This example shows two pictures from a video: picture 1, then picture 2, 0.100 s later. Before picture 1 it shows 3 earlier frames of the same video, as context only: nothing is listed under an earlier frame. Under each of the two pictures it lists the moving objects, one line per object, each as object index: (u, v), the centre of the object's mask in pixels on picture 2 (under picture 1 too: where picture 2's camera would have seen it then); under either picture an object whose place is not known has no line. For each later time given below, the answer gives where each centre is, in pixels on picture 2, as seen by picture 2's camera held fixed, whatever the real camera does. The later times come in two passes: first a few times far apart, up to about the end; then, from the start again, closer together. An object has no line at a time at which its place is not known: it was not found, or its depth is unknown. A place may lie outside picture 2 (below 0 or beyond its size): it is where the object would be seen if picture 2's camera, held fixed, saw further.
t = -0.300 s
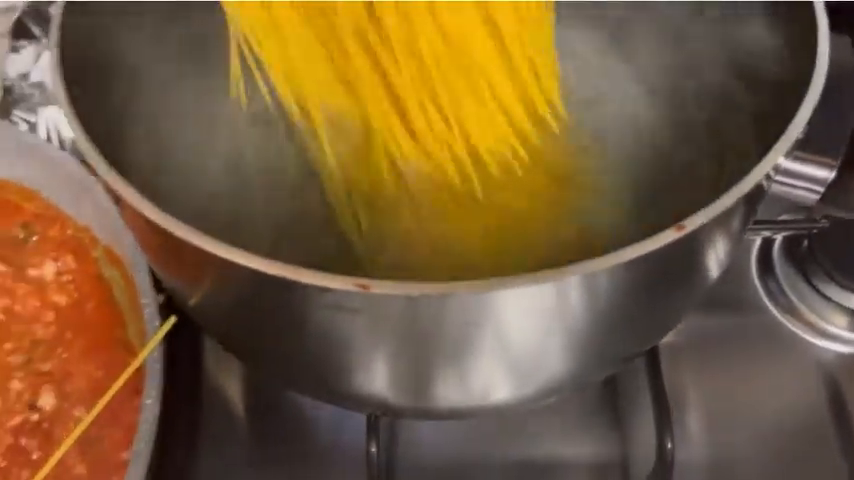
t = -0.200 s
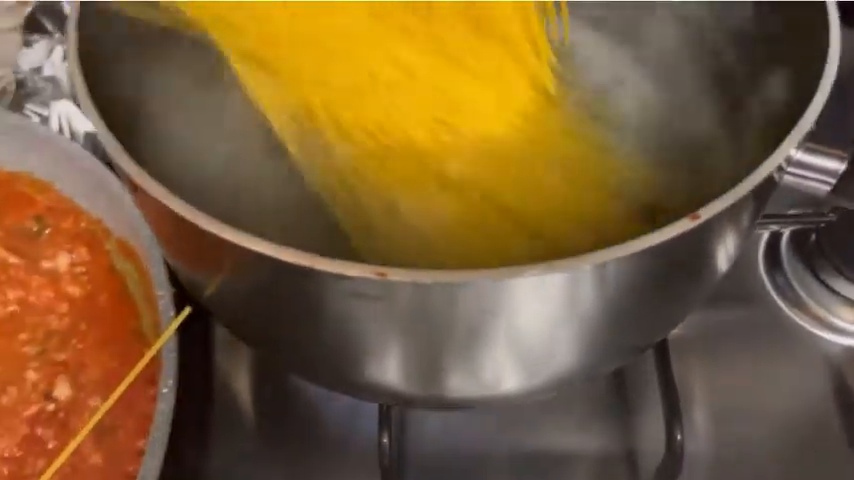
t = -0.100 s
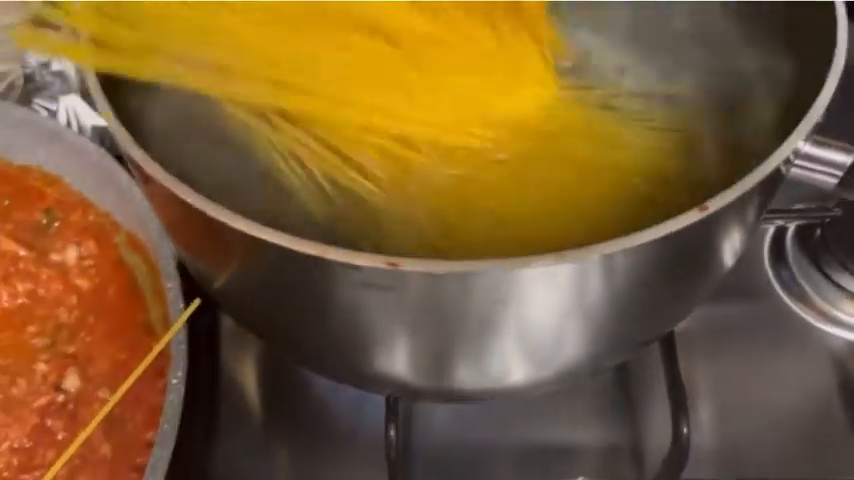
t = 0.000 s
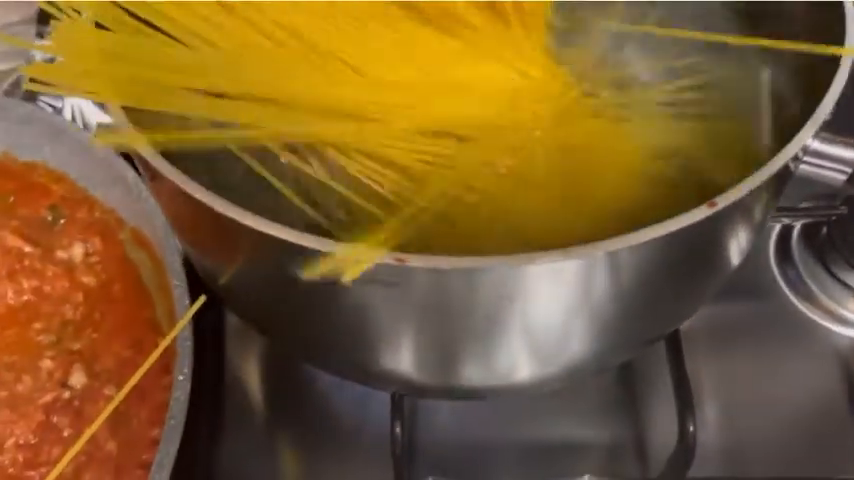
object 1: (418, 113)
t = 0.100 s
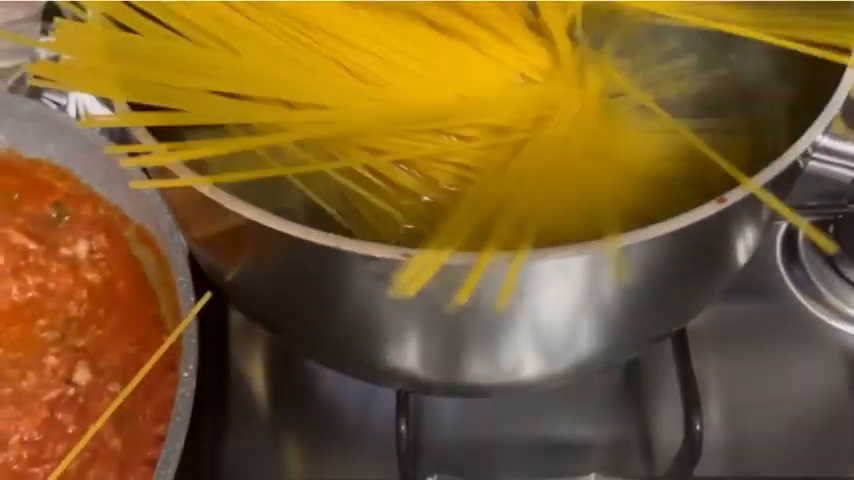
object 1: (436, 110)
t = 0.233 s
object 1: (472, 118)
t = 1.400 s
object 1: (411, 91)
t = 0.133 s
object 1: (434, 116)
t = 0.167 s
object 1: (440, 115)
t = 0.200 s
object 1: (467, 116)
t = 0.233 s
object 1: (472, 118)
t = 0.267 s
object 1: (474, 121)
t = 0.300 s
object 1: (436, 118)
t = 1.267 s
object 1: (415, 101)
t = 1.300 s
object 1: (414, 99)
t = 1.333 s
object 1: (413, 97)
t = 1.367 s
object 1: (412, 94)
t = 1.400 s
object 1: (411, 91)
